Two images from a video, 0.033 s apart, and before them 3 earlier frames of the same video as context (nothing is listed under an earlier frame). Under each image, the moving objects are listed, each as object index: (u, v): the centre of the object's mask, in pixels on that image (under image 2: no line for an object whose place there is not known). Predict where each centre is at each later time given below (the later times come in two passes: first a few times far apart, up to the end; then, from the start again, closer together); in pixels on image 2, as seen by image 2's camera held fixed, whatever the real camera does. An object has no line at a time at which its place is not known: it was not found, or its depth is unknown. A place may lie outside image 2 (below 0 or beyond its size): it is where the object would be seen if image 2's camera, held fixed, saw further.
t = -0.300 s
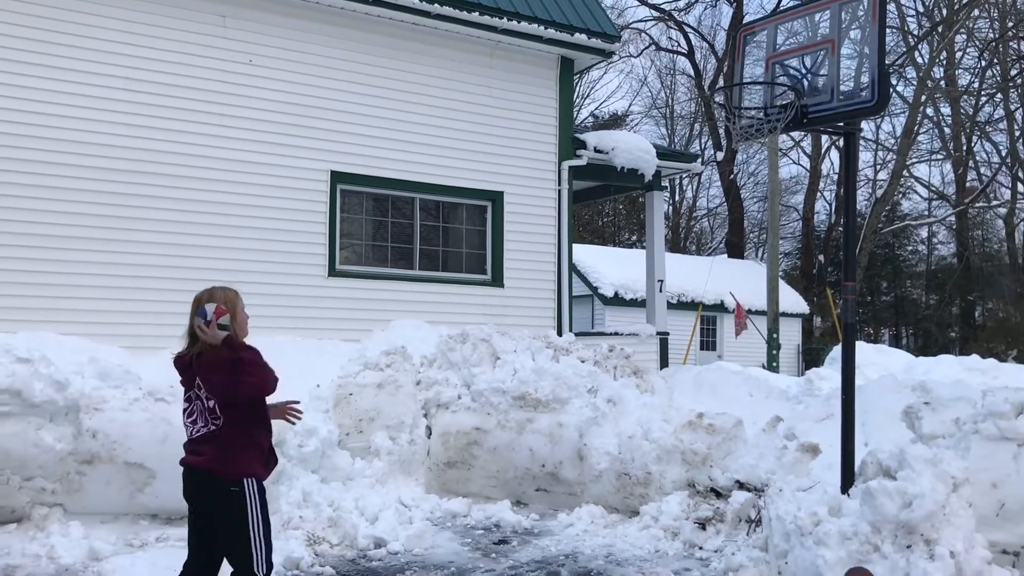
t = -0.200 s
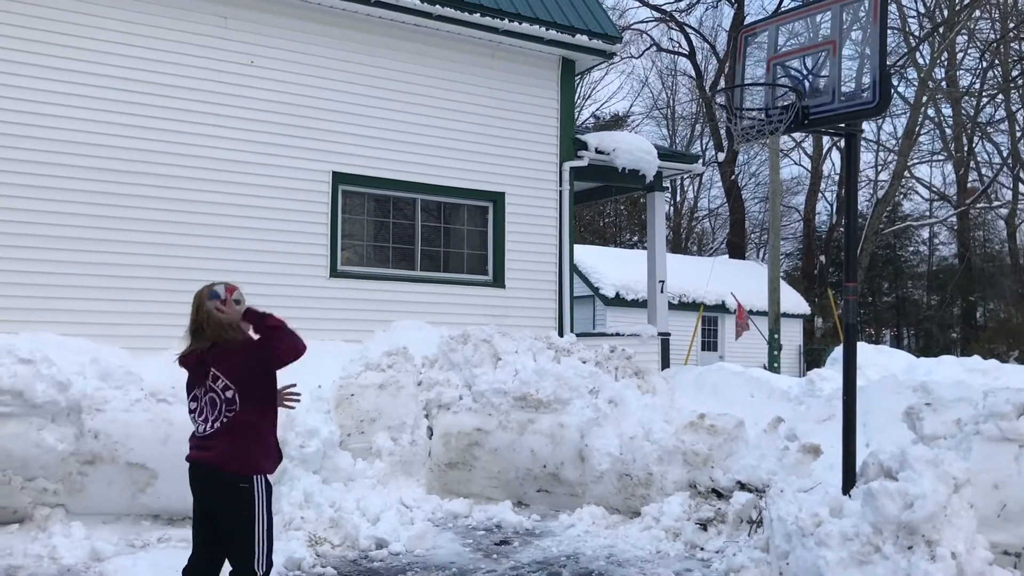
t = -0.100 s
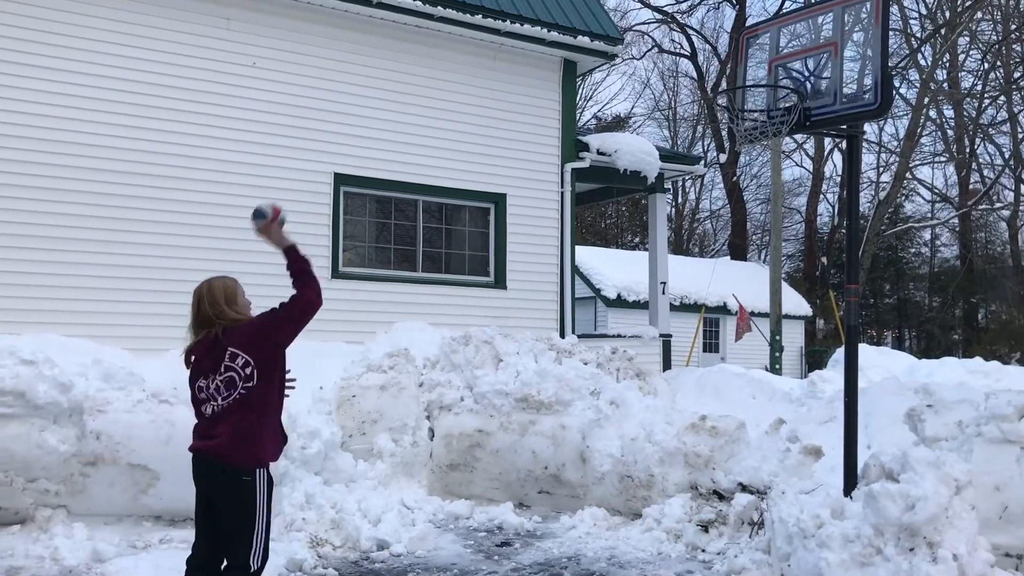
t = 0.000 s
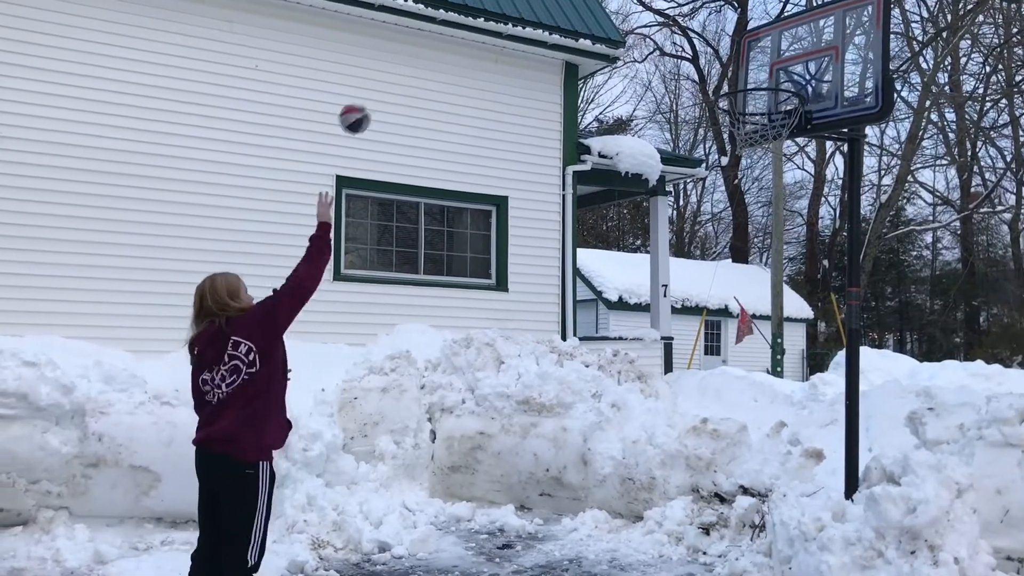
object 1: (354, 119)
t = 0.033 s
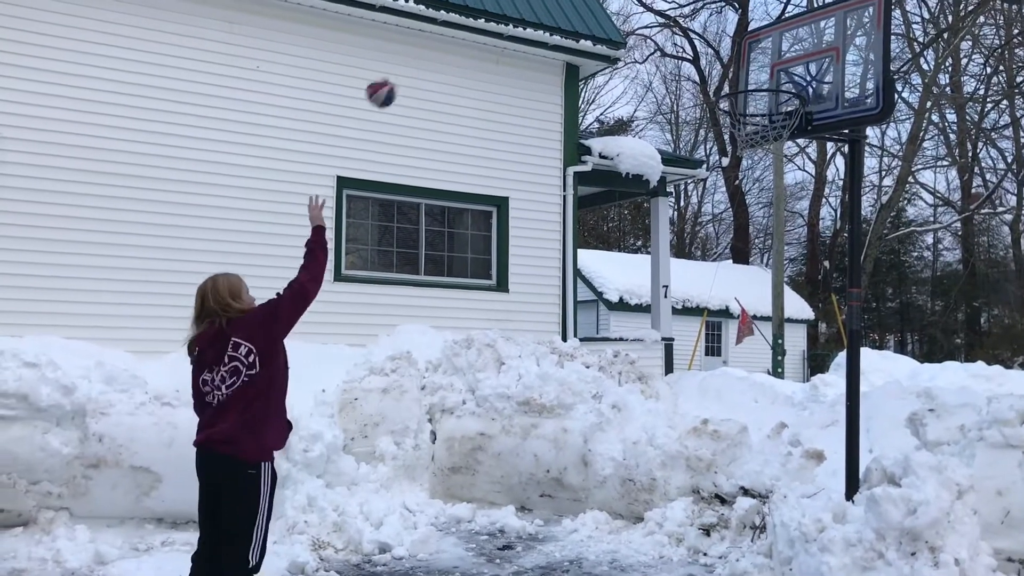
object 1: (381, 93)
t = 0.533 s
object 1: (678, 18)
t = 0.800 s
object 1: (791, 149)
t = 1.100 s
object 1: (792, 222)
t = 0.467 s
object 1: (647, -2)
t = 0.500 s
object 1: (662, 7)
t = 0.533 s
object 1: (678, 18)
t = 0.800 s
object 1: (791, 149)
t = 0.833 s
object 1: (790, 150)
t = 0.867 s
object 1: (790, 152)
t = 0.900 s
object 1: (790, 158)
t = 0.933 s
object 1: (791, 164)
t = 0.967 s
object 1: (791, 172)
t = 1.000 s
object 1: (788, 180)
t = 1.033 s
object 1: (789, 194)
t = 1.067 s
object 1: (791, 207)
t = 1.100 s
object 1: (792, 222)
